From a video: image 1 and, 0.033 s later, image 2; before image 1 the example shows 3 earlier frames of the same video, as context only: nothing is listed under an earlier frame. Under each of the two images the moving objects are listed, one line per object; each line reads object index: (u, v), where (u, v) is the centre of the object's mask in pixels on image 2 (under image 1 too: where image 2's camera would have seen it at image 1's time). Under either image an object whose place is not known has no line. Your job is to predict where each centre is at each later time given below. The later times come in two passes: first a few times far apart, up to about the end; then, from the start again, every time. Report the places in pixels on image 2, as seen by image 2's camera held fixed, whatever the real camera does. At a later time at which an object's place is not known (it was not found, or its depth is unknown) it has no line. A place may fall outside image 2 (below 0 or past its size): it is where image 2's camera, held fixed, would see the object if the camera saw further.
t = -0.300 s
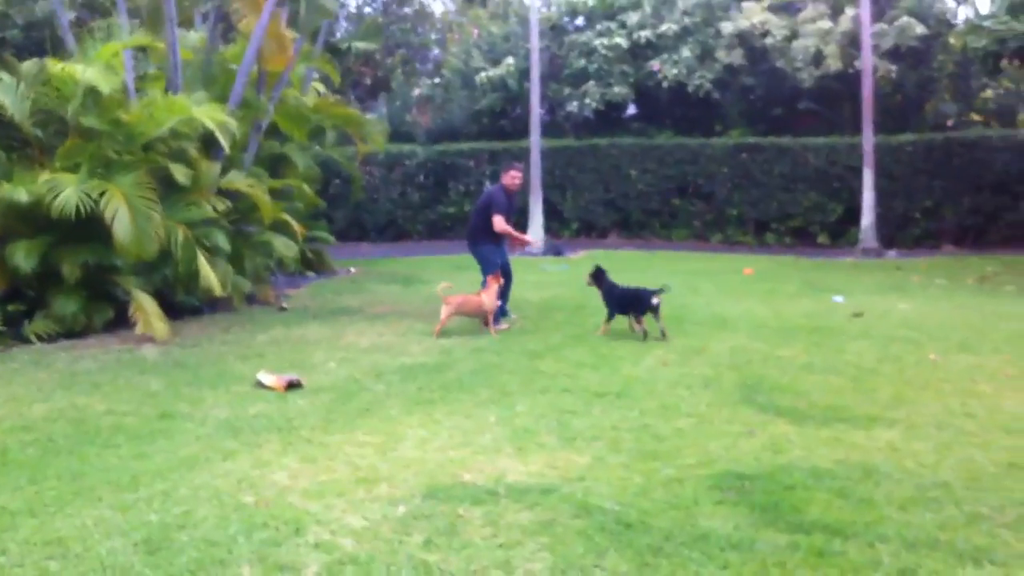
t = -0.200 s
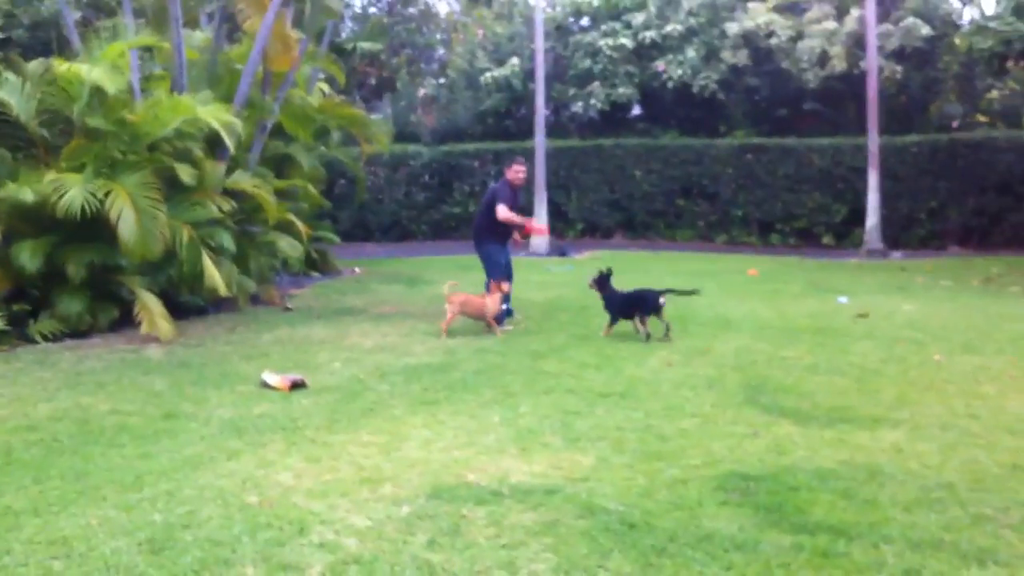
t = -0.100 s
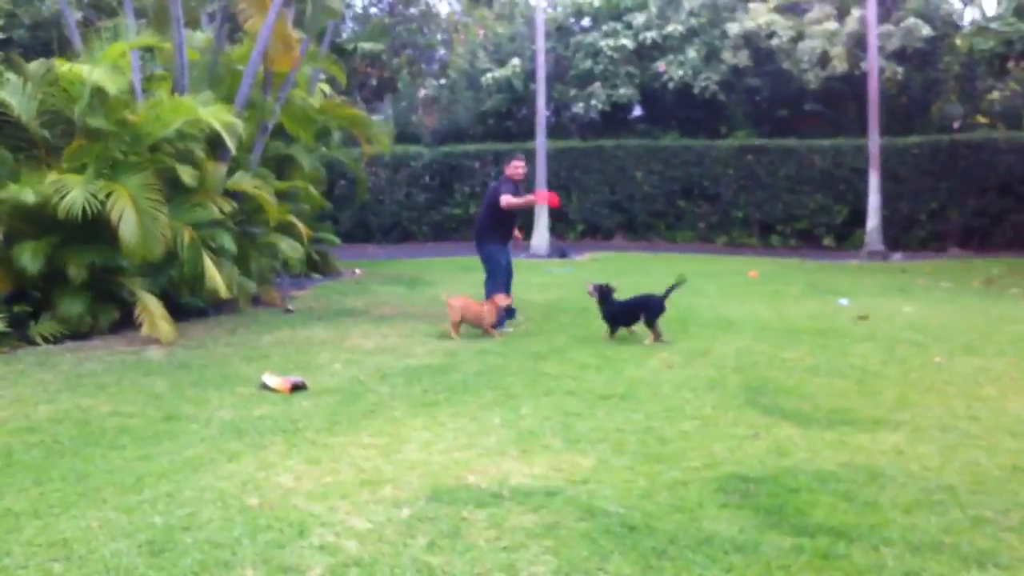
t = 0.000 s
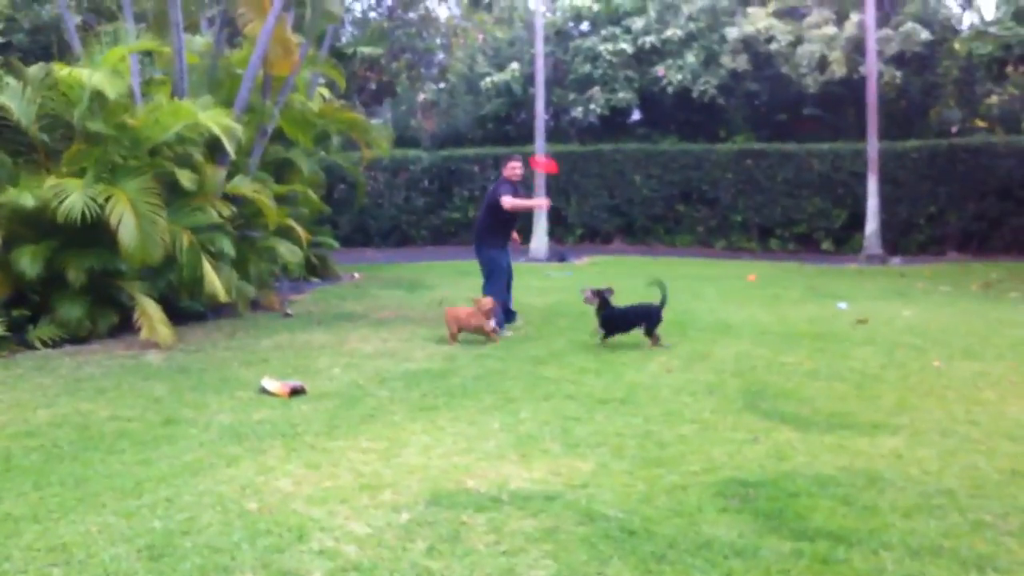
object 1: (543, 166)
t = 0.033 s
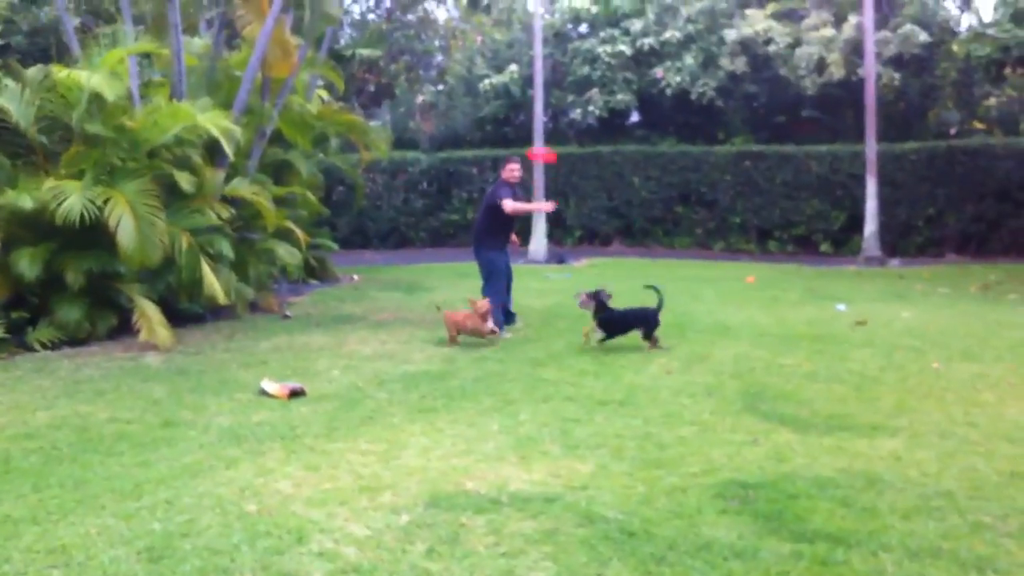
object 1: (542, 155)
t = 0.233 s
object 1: (538, 105)
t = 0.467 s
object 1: (539, 63)
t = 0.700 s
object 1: (536, 33)
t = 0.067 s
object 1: (541, 145)
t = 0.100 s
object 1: (540, 137)
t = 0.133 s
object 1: (540, 128)
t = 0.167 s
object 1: (539, 120)
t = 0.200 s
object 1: (538, 112)
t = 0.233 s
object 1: (538, 105)
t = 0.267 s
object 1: (538, 98)
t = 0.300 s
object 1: (537, 91)
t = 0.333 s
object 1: (537, 84)
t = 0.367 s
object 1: (538, 79)
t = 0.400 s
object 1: (539, 73)
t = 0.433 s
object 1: (539, 67)
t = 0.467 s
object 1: (539, 63)
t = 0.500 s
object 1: (540, 58)
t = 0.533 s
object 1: (540, 51)
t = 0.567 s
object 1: (539, 48)
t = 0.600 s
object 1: (539, 44)
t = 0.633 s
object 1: (538, 40)
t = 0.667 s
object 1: (537, 36)
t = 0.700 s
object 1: (536, 33)
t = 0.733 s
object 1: (537, 29)
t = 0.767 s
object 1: (539, 24)
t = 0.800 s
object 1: (543, 19)
